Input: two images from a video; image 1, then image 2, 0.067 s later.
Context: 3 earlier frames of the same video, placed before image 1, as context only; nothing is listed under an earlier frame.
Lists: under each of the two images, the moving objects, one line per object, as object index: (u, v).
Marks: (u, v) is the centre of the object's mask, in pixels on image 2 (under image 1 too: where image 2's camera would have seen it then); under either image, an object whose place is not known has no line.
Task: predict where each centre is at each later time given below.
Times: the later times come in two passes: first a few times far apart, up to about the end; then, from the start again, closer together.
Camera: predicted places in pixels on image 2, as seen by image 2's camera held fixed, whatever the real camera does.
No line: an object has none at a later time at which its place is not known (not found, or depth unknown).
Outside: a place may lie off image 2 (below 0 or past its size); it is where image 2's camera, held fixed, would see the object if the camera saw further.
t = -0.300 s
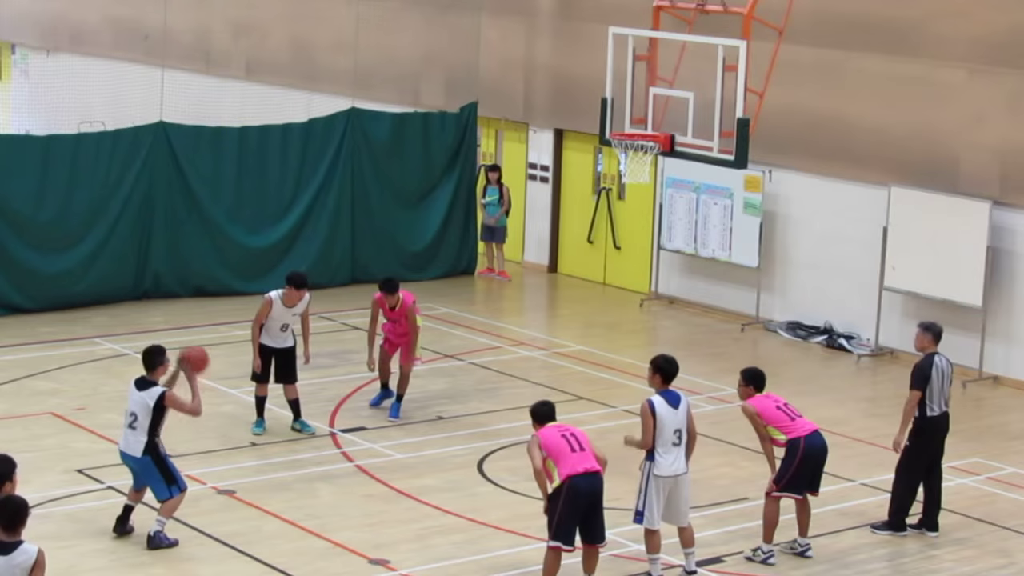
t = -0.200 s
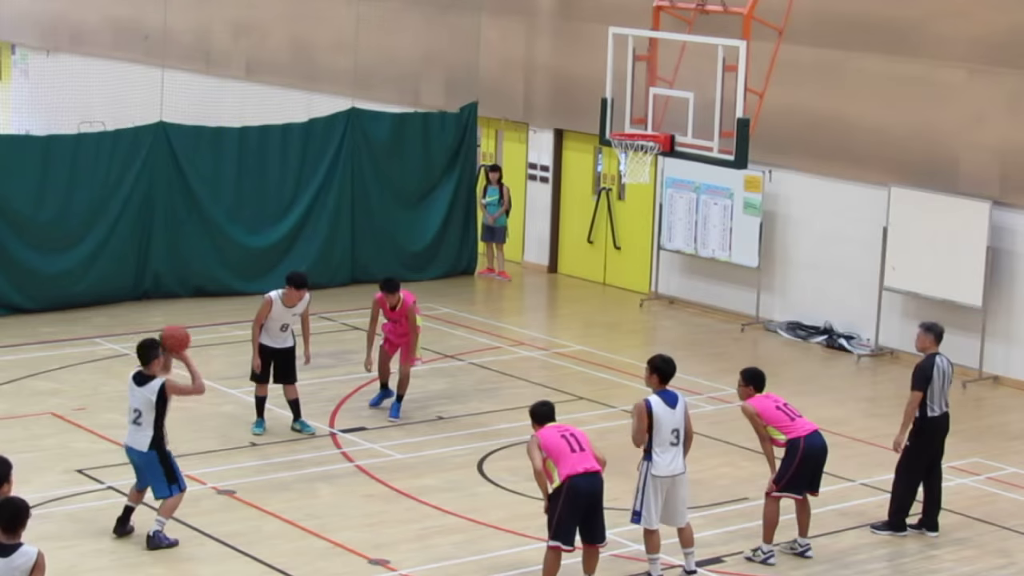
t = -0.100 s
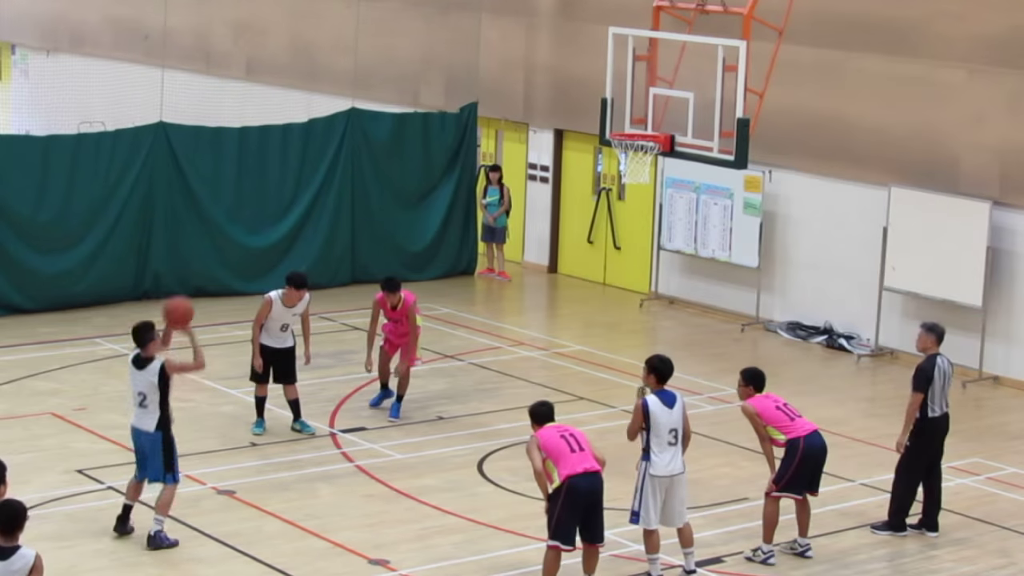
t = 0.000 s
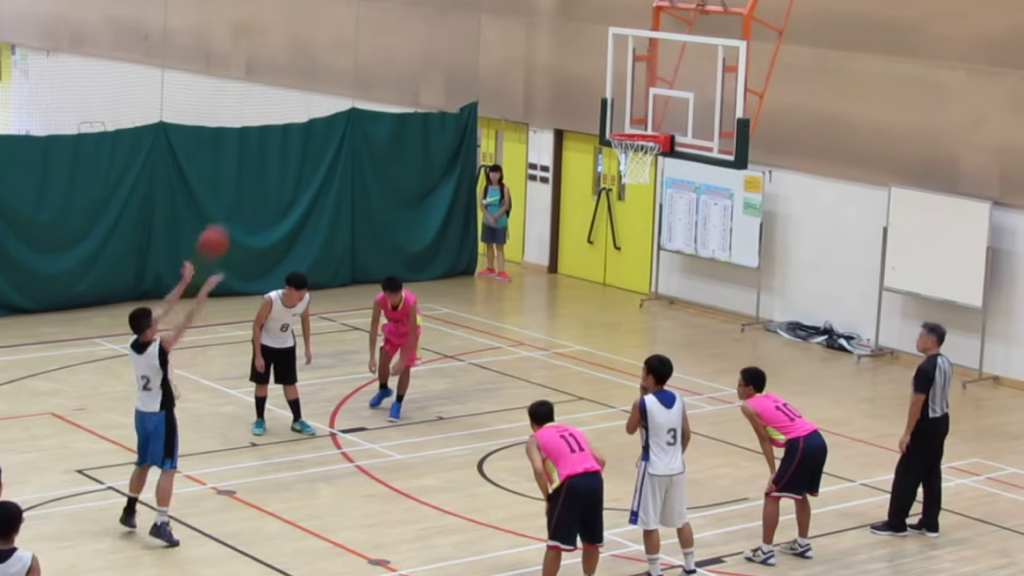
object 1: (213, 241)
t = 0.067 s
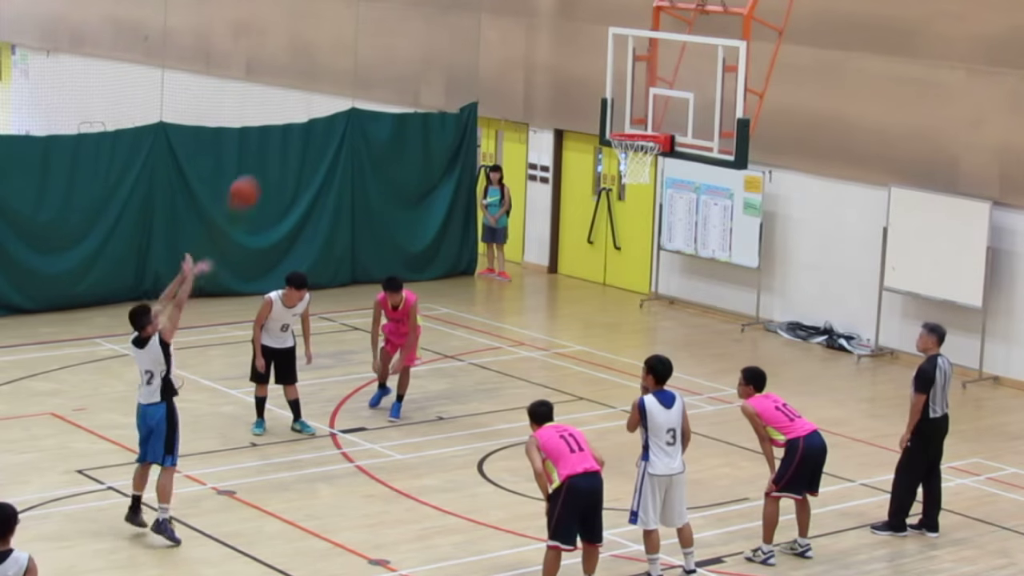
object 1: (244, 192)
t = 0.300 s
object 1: (346, 69)
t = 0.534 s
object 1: (441, 12)
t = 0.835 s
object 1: (552, 36)
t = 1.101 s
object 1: (639, 131)
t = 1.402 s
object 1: (677, 236)
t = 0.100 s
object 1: (259, 170)
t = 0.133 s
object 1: (274, 150)
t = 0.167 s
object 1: (288, 132)
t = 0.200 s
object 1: (302, 113)
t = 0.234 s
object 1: (318, 97)
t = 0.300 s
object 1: (346, 69)
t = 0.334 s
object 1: (360, 57)
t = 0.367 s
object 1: (374, 46)
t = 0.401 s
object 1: (387, 37)
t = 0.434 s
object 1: (401, 29)
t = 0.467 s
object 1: (415, 22)
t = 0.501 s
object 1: (428, 16)
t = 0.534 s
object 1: (441, 12)
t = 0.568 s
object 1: (454, 10)
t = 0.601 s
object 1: (467, 9)
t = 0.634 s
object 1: (479, 9)
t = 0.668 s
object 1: (492, 10)
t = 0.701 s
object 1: (504, 11)
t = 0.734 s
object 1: (516, 15)
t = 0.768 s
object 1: (528, 22)
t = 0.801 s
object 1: (540, 28)
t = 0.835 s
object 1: (552, 36)
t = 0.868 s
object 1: (564, 44)
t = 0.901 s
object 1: (575, 54)
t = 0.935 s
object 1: (586, 65)
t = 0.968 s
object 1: (596, 77)
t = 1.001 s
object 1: (608, 90)
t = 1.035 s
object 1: (619, 104)
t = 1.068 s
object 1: (629, 119)
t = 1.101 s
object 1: (639, 131)
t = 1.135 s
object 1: (649, 153)
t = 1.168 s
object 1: (657, 163)
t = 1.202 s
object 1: (660, 171)
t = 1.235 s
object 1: (663, 179)
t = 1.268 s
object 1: (666, 188)
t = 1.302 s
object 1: (669, 199)
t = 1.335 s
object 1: (672, 210)
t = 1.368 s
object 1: (674, 222)
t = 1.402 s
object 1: (677, 236)
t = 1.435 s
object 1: (680, 251)
